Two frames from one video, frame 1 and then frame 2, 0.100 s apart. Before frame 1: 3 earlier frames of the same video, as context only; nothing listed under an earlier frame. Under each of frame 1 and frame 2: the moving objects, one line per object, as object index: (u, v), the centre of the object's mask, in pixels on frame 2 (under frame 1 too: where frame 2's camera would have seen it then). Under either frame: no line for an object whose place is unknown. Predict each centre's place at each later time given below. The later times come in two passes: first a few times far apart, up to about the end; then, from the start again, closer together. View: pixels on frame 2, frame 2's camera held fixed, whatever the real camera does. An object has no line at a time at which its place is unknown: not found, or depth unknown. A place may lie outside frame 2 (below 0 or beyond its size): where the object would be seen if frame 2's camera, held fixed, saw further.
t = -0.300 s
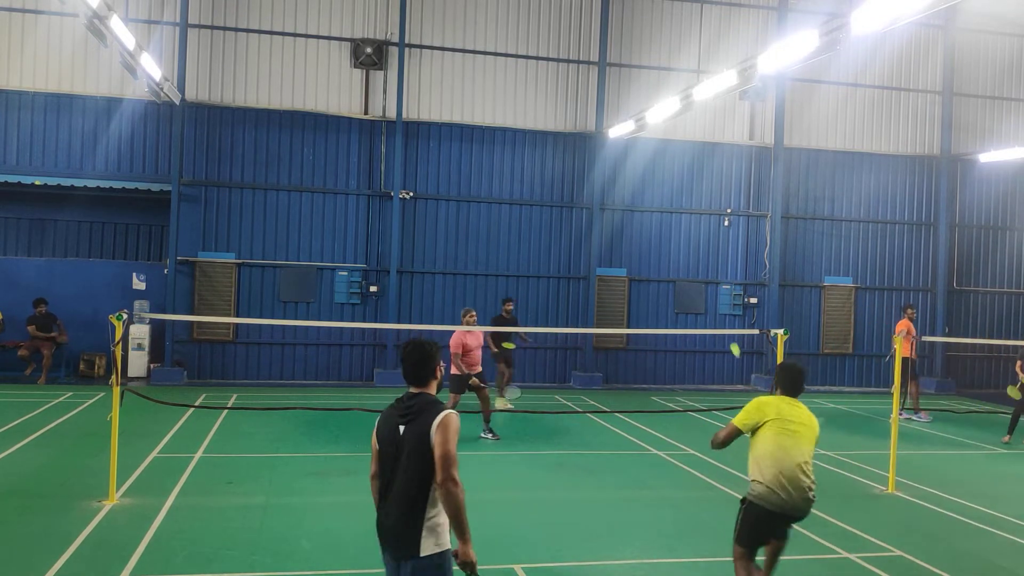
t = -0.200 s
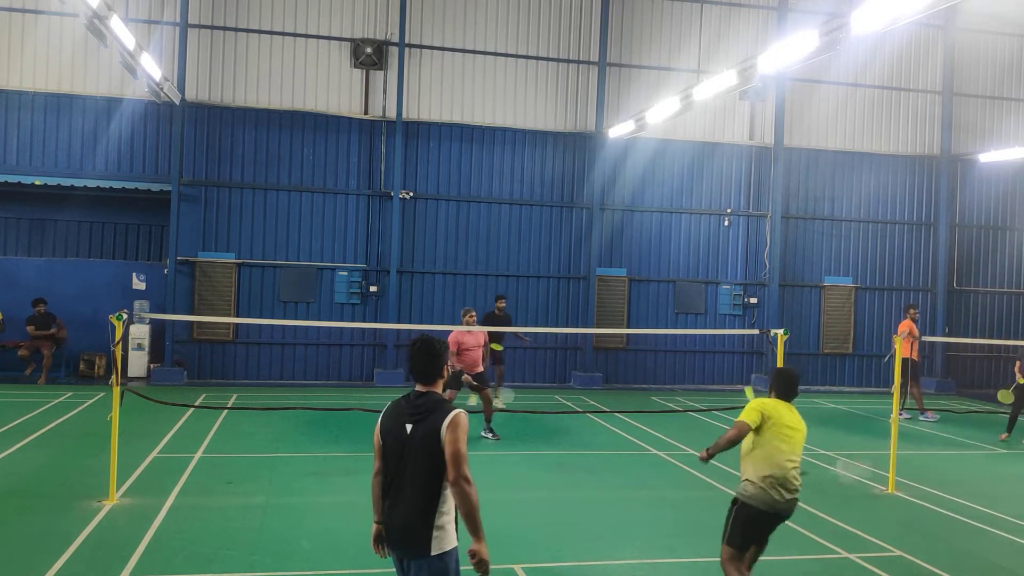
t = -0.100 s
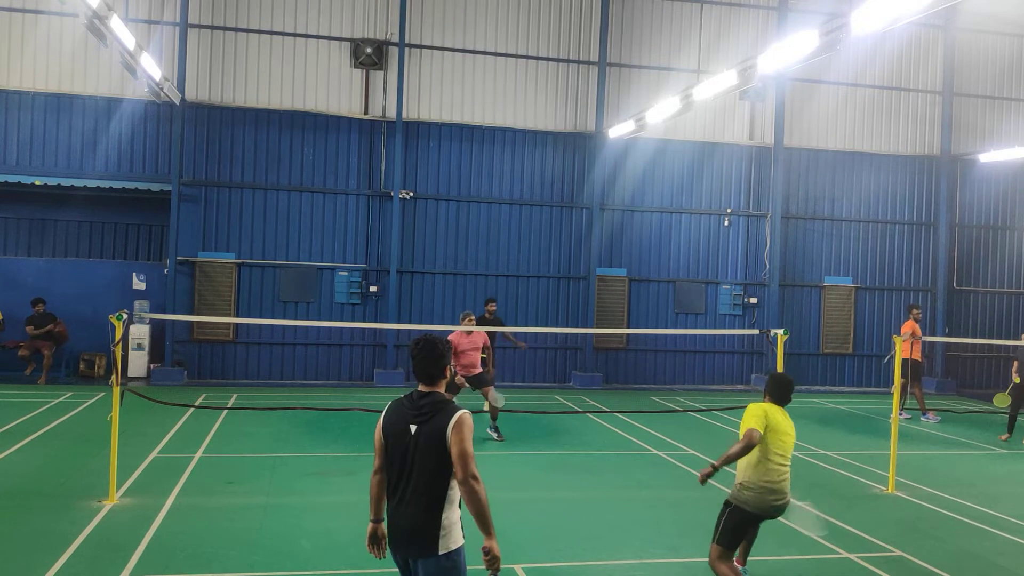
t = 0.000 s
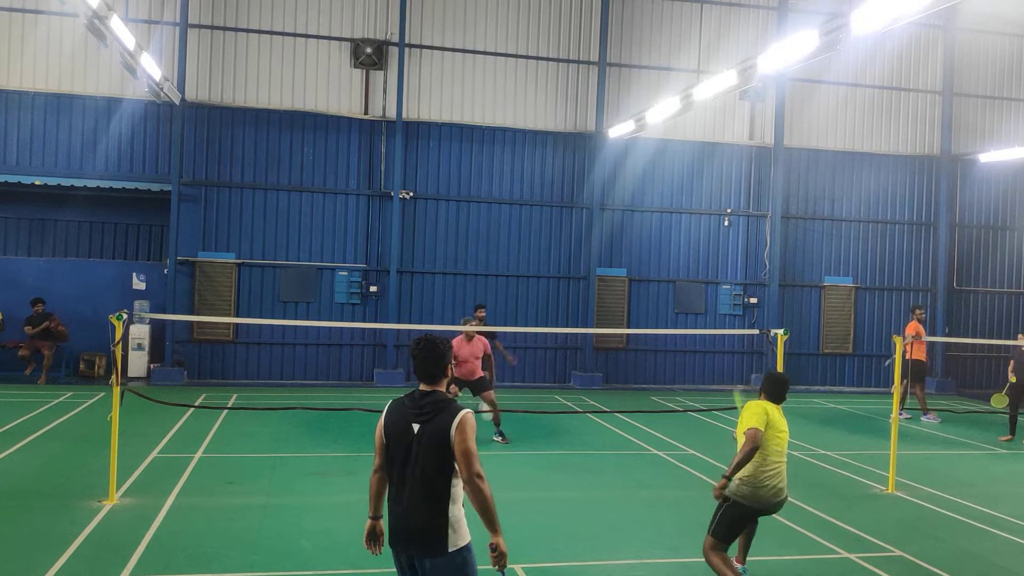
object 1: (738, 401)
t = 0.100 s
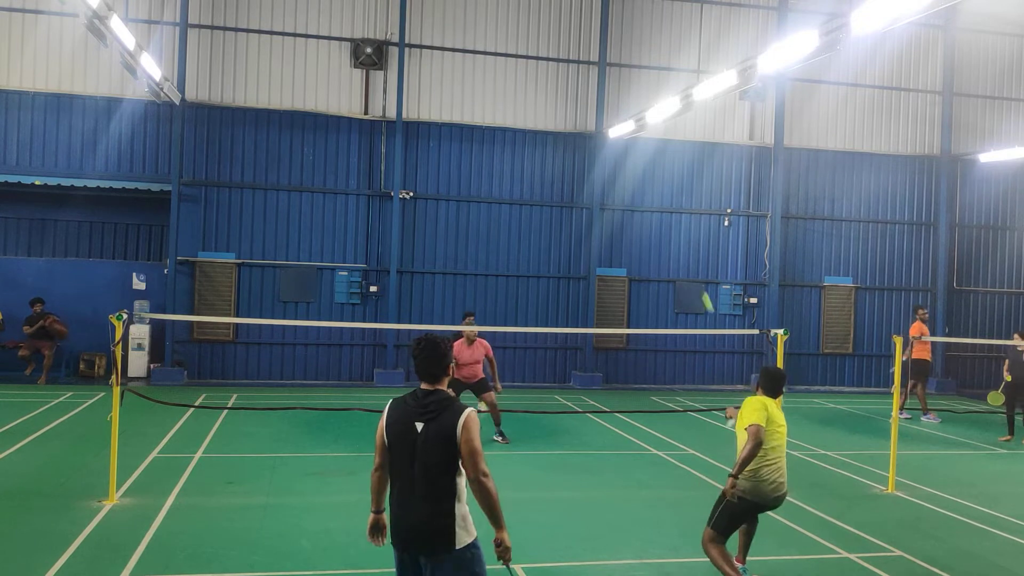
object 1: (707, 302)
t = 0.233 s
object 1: (681, 237)
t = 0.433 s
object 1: (656, 204)
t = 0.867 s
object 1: (625, 244)
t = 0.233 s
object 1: (681, 237)
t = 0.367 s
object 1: (663, 209)
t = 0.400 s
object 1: (659, 206)
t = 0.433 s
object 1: (656, 204)
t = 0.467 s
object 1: (652, 202)
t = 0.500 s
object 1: (649, 202)
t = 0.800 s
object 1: (628, 231)
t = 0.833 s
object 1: (627, 236)
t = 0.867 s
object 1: (625, 244)
